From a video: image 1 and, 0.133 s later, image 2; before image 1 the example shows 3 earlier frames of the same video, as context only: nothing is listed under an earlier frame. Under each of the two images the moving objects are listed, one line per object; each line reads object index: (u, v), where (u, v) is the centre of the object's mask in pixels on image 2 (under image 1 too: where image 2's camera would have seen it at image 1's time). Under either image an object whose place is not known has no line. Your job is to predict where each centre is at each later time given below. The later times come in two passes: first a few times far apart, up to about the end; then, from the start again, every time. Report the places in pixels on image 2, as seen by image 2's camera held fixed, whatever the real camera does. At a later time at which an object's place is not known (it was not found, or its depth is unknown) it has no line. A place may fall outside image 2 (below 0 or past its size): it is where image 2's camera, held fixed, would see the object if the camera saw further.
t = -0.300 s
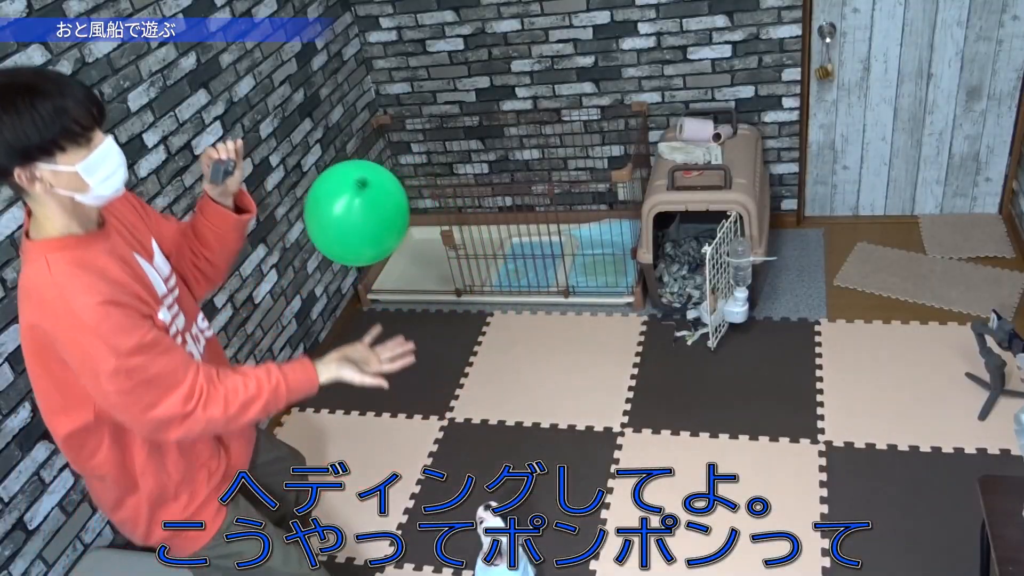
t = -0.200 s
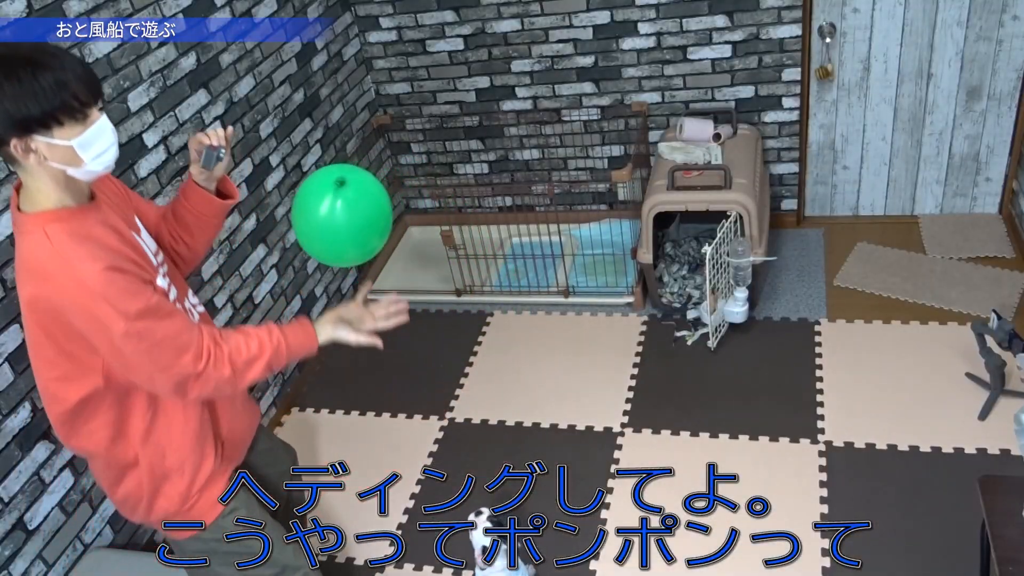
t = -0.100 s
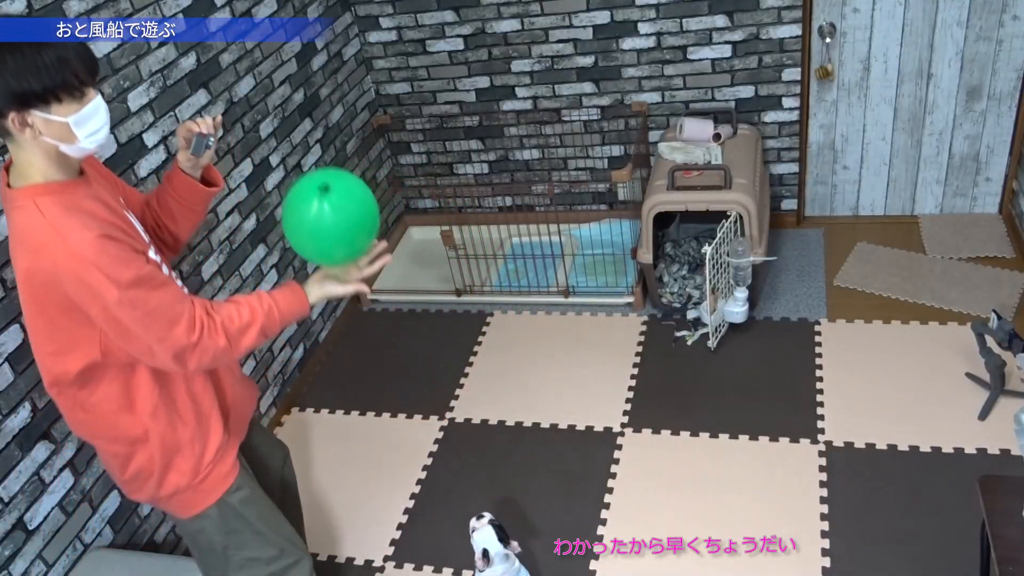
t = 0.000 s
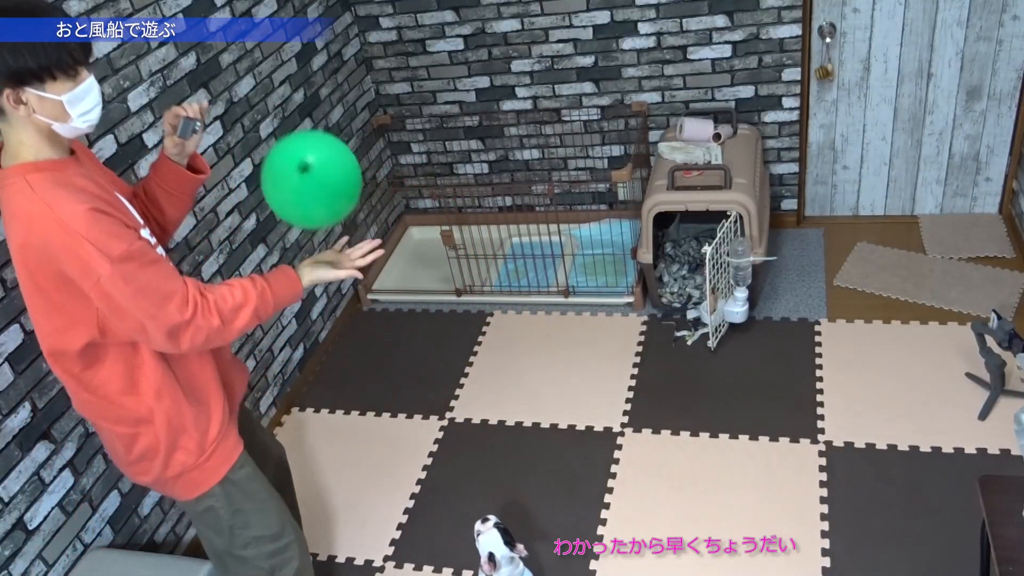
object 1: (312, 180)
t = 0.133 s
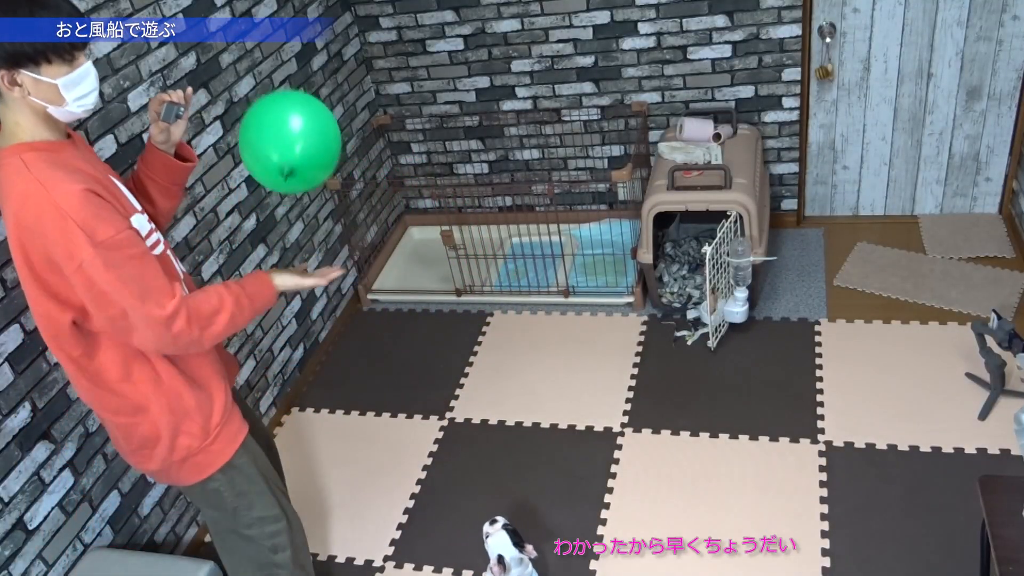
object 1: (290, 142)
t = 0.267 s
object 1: (274, 121)
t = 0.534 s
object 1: (260, 123)
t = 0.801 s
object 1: (266, 175)
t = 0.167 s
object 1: (285, 135)
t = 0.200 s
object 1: (281, 129)
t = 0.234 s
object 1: (277, 124)
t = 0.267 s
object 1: (274, 121)
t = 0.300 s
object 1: (271, 118)
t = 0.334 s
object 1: (268, 116)
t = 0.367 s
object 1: (265, 114)
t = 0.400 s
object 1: (264, 113)
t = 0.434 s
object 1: (262, 114)
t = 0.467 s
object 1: (261, 116)
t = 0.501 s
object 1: (260, 120)
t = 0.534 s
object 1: (260, 123)
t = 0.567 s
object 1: (260, 128)
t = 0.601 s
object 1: (260, 133)
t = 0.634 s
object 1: (260, 139)
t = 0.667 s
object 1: (261, 145)
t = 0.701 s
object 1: (262, 152)
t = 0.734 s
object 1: (263, 159)
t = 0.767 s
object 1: (264, 167)
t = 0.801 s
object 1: (266, 175)
